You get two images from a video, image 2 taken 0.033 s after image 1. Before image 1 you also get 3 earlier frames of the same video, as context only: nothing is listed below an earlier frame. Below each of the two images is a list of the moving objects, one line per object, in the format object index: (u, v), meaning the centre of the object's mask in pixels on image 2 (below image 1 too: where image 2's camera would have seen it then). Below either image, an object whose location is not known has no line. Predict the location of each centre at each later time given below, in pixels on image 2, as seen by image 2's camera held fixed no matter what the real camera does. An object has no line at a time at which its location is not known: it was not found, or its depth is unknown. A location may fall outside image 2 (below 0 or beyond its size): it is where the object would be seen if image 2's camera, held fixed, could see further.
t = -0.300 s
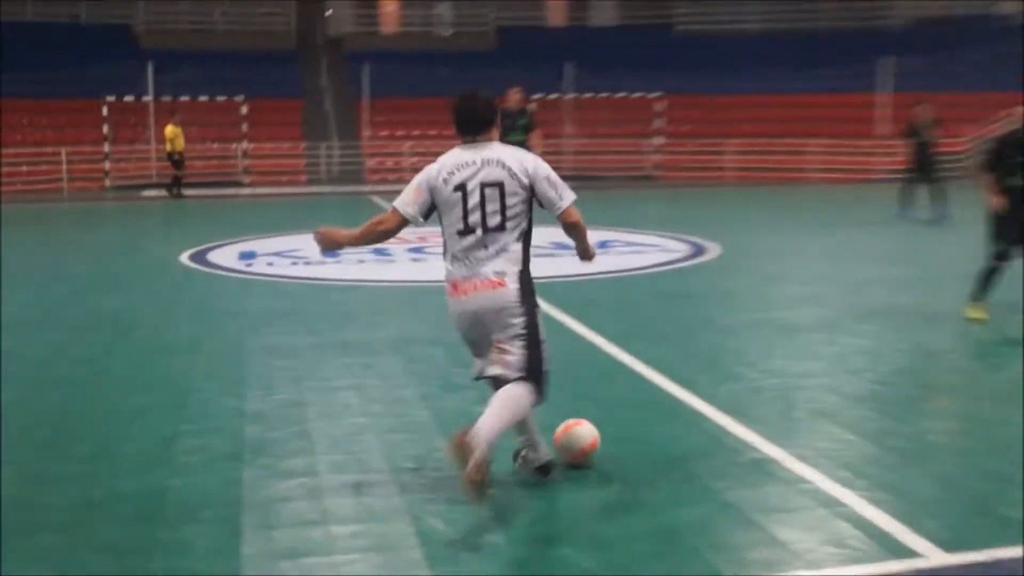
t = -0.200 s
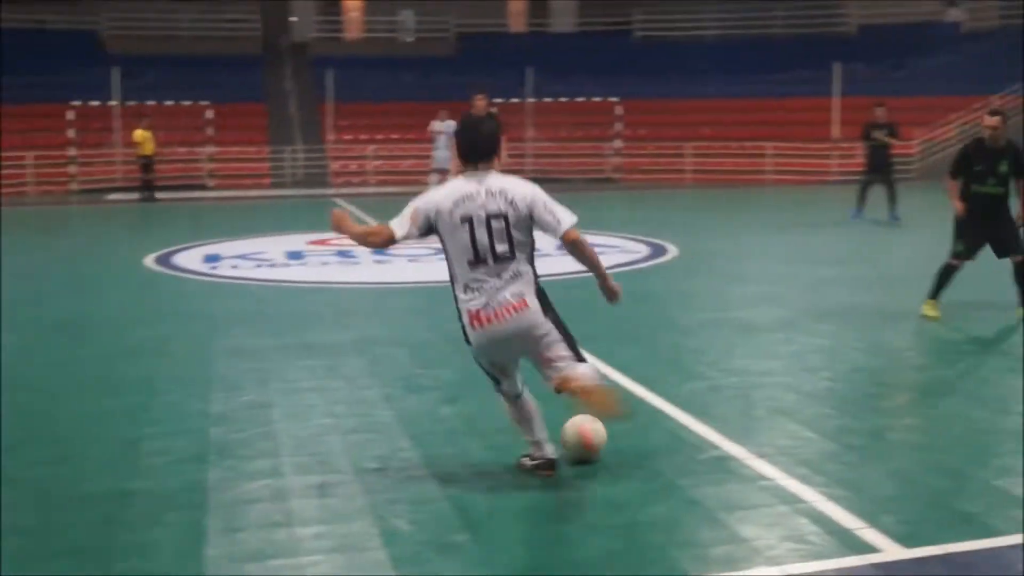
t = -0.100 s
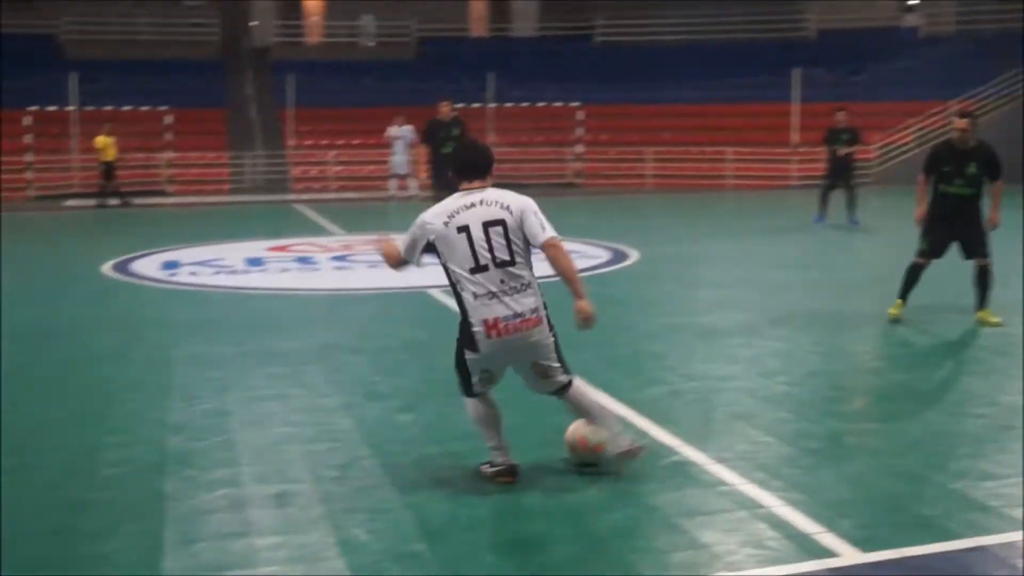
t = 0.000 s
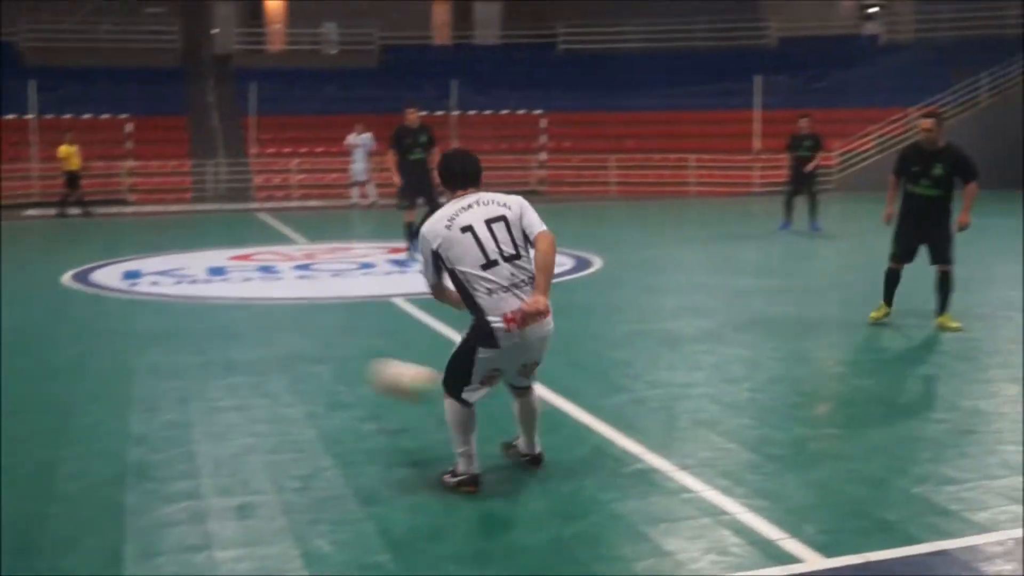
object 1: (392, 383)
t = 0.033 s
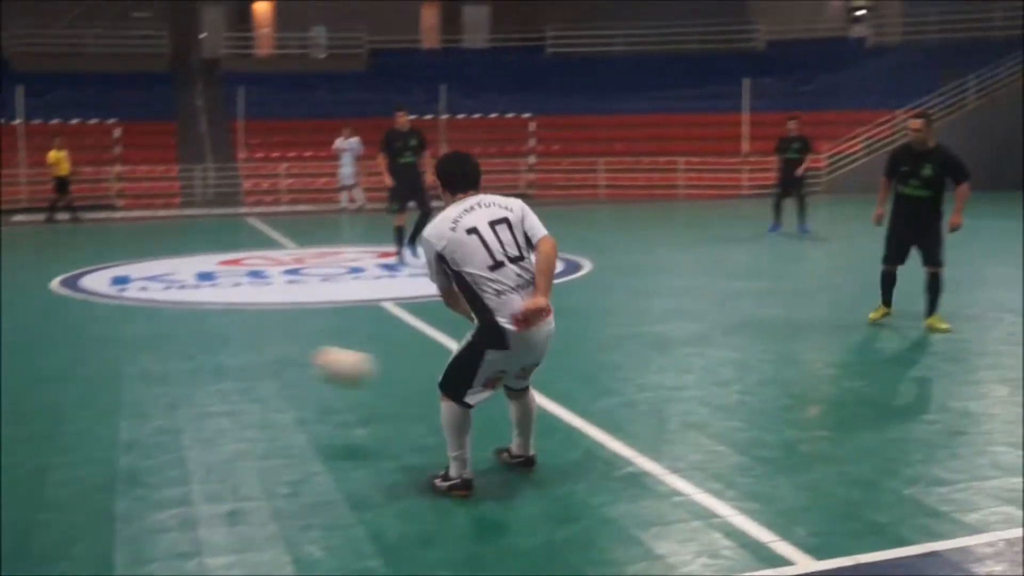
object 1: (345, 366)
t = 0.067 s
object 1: (296, 352)
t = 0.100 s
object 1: (253, 338)
